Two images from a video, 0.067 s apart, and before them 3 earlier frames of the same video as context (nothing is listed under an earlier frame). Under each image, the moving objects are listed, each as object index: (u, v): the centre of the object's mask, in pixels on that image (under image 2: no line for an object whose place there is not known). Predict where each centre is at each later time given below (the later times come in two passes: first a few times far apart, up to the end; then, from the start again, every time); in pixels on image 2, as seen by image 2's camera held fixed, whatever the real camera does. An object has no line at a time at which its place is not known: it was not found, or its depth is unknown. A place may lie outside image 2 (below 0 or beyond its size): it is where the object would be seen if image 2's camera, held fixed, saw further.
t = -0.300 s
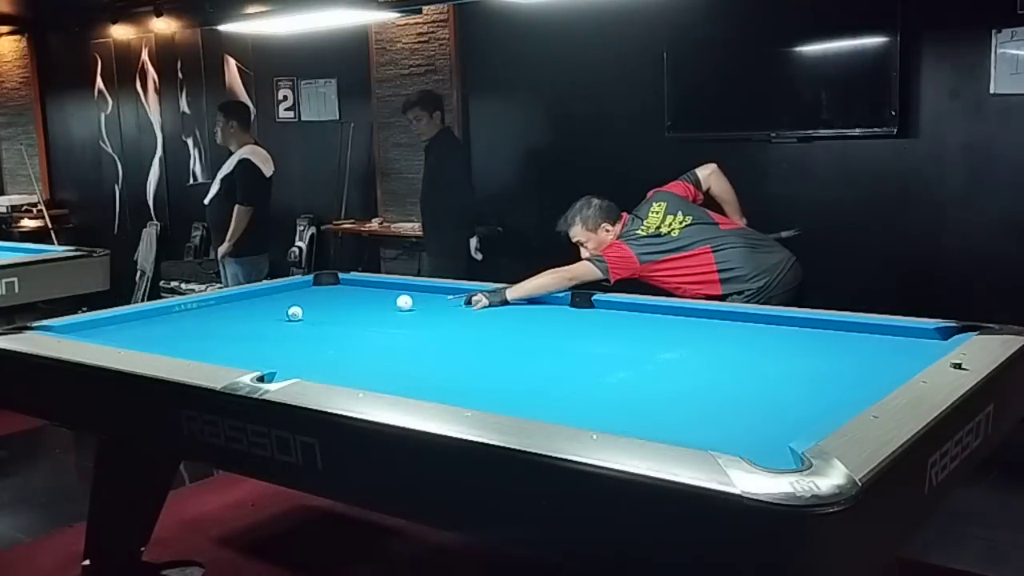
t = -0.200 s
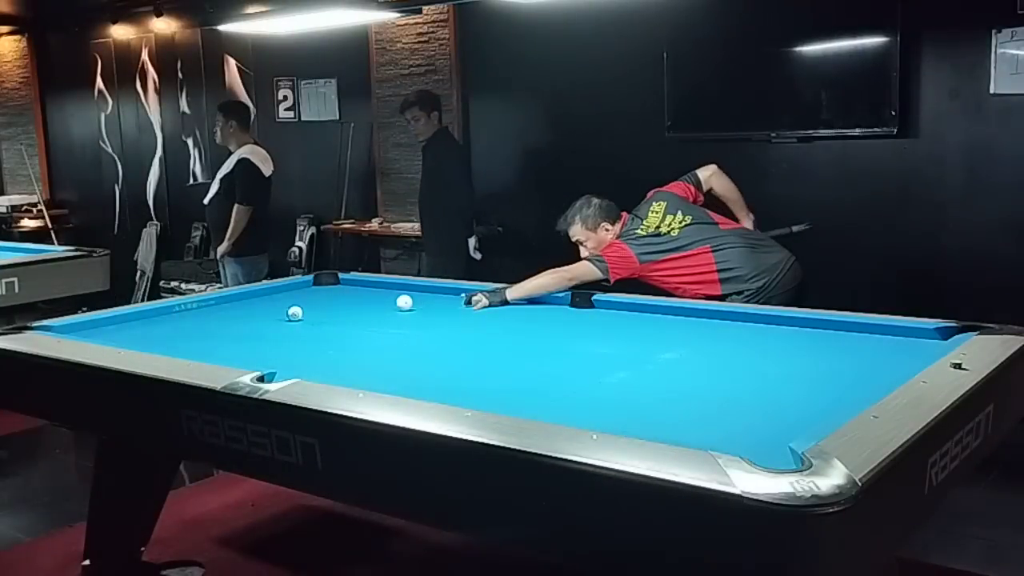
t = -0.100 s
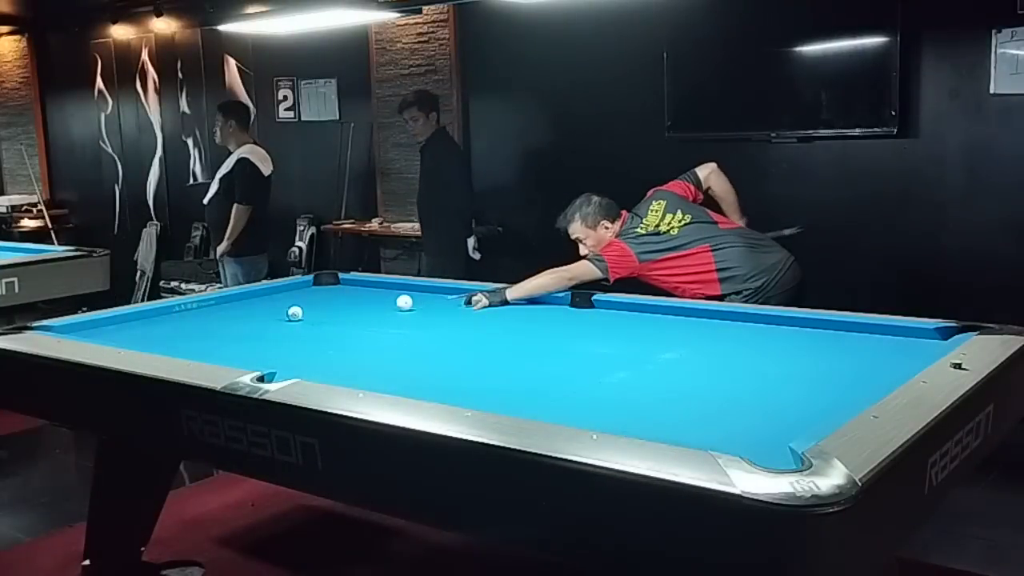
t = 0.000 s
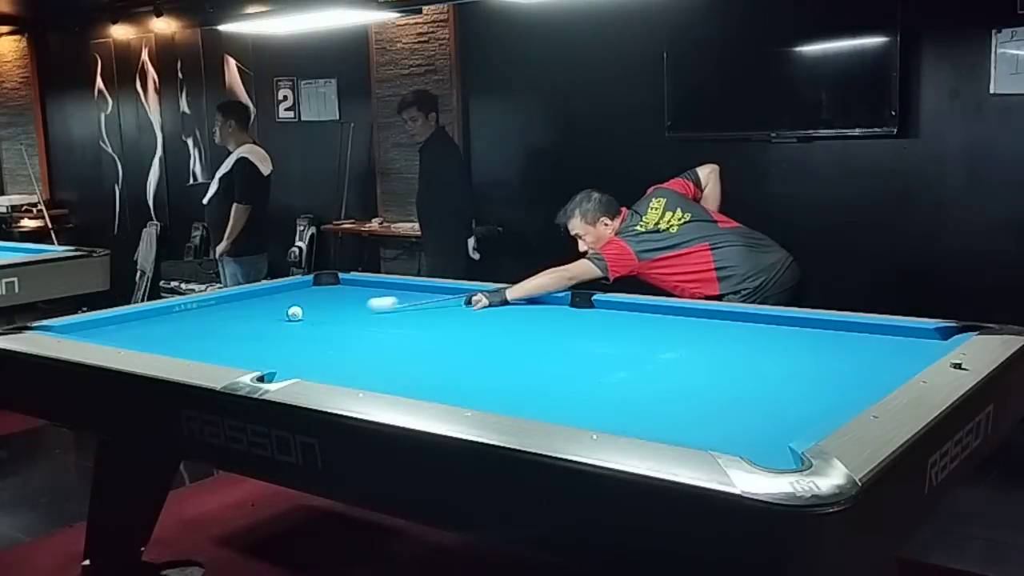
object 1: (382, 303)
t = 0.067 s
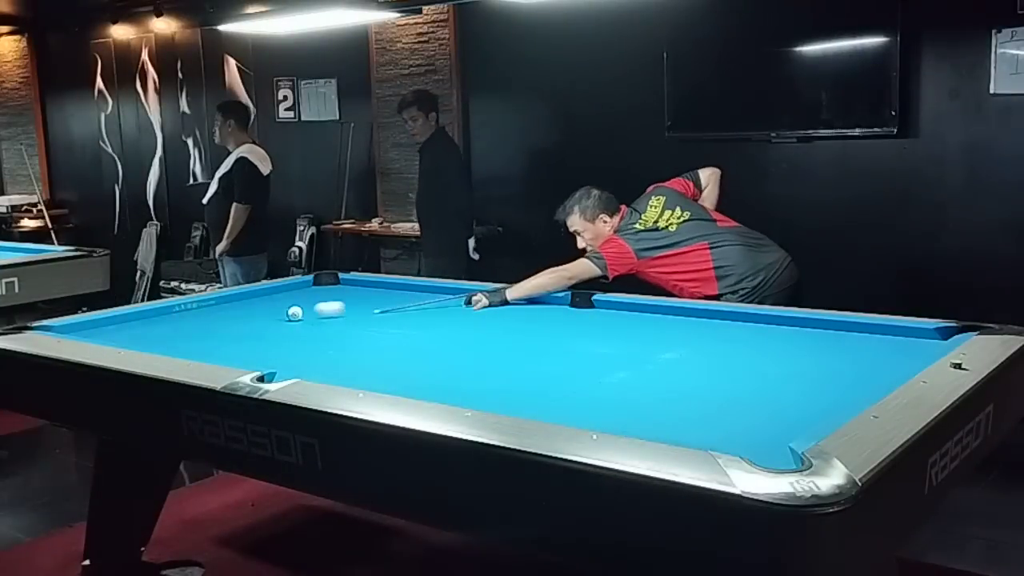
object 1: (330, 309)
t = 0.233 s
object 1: (314, 311)
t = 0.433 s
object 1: (319, 312)
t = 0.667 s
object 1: (323, 313)
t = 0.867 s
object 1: (327, 313)
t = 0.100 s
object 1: (311, 310)
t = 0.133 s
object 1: (312, 311)
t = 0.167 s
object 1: (313, 311)
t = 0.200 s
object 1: (314, 311)
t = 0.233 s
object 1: (314, 311)
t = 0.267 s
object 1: (315, 311)
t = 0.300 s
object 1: (316, 311)
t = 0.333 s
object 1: (317, 312)
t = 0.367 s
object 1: (317, 311)
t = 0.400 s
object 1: (318, 311)
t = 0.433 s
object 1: (319, 312)
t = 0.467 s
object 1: (320, 312)
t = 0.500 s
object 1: (320, 312)
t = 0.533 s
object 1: (321, 312)
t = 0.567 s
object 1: (322, 312)
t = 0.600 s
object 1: (322, 312)
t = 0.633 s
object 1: (323, 313)
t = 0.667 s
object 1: (323, 313)
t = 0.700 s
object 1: (324, 313)
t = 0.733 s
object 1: (324, 313)
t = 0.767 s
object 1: (325, 313)
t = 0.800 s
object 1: (325, 313)
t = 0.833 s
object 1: (326, 313)
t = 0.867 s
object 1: (327, 313)
